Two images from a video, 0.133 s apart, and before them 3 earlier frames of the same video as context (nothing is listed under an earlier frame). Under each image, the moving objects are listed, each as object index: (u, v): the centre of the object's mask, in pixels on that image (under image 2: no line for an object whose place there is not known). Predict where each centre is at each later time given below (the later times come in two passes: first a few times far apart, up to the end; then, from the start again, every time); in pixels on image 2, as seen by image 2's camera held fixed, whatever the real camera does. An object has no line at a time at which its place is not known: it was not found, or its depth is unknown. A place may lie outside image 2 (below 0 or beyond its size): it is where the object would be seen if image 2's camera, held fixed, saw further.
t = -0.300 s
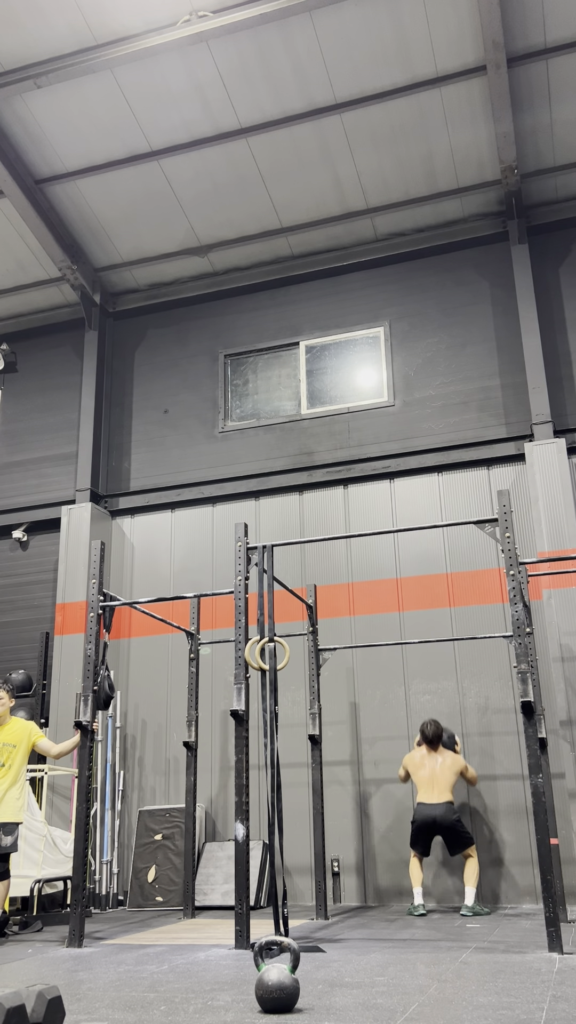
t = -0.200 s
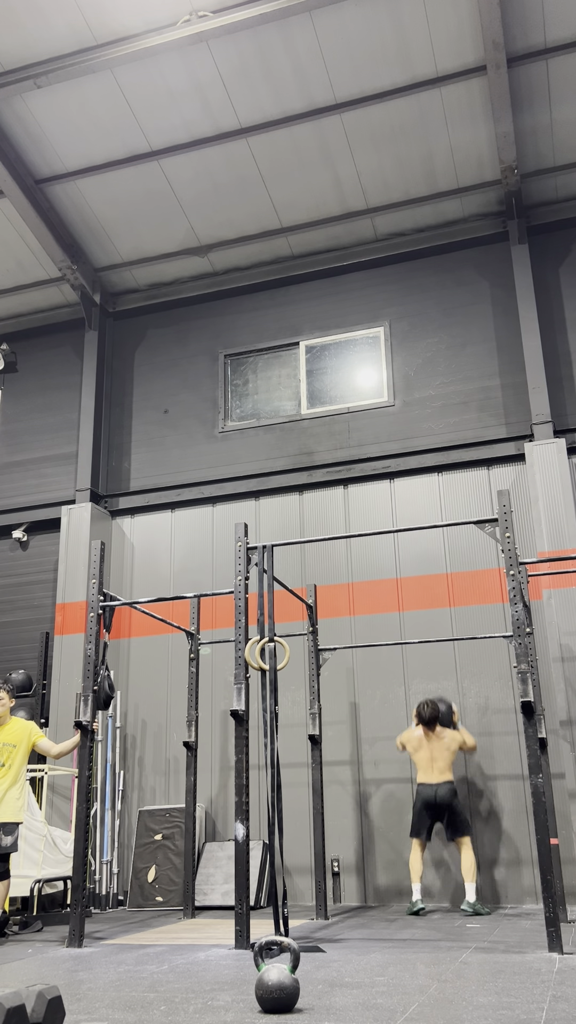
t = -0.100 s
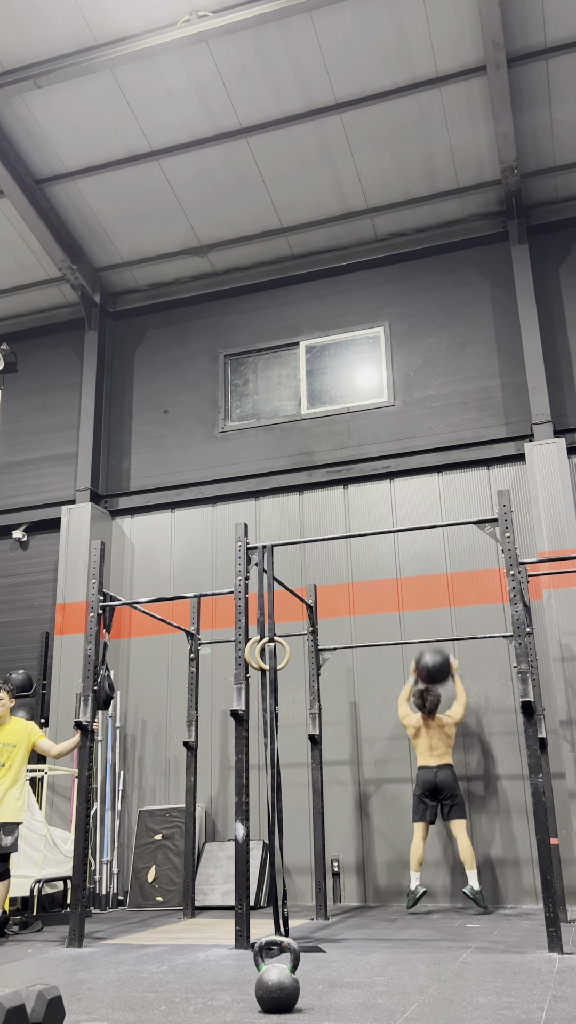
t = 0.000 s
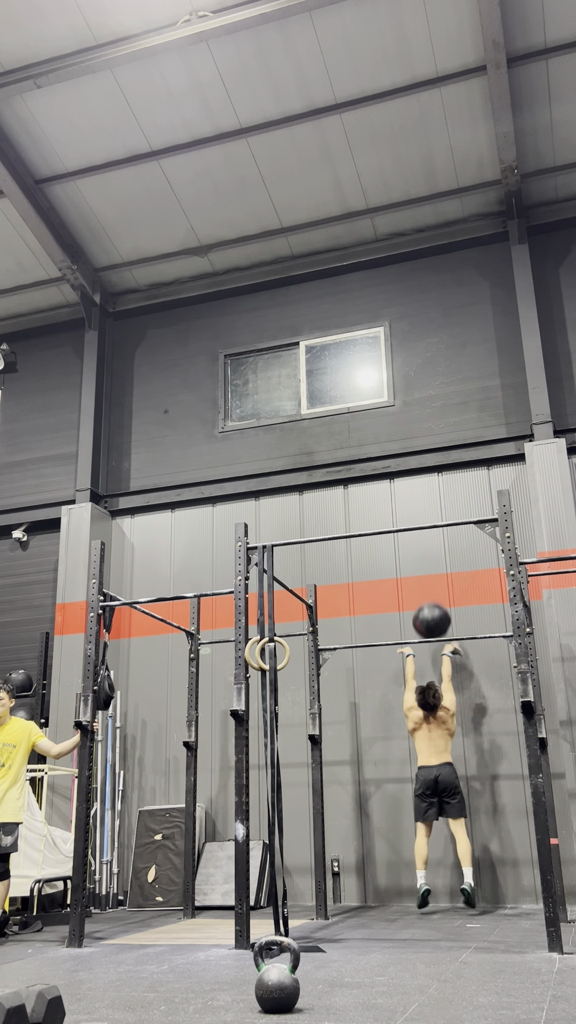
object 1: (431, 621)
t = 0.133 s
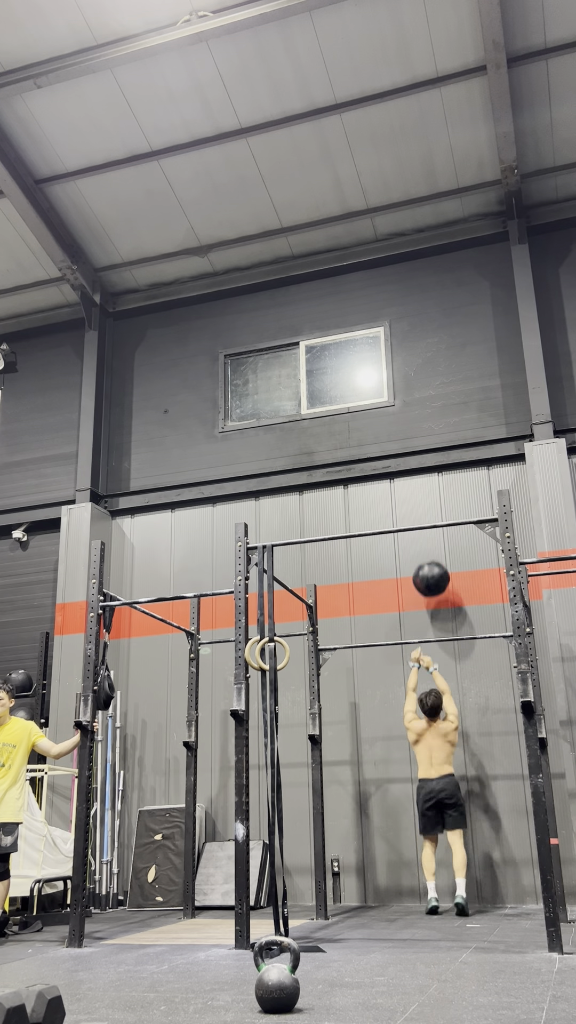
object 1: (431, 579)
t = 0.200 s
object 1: (431, 565)
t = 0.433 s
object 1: (434, 550)
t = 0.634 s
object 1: (436, 574)
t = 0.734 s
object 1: (439, 600)
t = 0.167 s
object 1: (431, 571)
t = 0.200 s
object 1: (431, 565)
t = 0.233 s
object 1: (432, 560)
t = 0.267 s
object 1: (432, 556)
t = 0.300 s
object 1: (433, 553)
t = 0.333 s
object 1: (433, 551)
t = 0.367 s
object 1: (434, 551)
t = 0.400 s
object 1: (434, 550)
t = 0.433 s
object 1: (434, 550)
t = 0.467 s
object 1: (434, 551)
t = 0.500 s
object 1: (434, 554)
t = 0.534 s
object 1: (435, 557)
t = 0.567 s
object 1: (435, 561)
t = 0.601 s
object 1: (436, 567)
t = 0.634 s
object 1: (436, 574)
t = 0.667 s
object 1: (437, 581)
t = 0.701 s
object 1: (438, 590)
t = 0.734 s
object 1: (439, 600)
